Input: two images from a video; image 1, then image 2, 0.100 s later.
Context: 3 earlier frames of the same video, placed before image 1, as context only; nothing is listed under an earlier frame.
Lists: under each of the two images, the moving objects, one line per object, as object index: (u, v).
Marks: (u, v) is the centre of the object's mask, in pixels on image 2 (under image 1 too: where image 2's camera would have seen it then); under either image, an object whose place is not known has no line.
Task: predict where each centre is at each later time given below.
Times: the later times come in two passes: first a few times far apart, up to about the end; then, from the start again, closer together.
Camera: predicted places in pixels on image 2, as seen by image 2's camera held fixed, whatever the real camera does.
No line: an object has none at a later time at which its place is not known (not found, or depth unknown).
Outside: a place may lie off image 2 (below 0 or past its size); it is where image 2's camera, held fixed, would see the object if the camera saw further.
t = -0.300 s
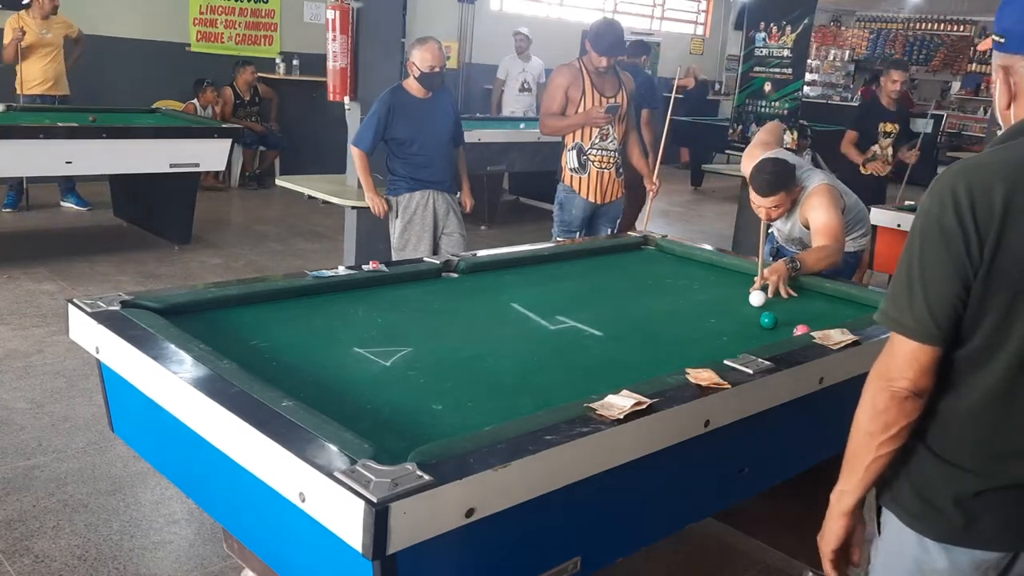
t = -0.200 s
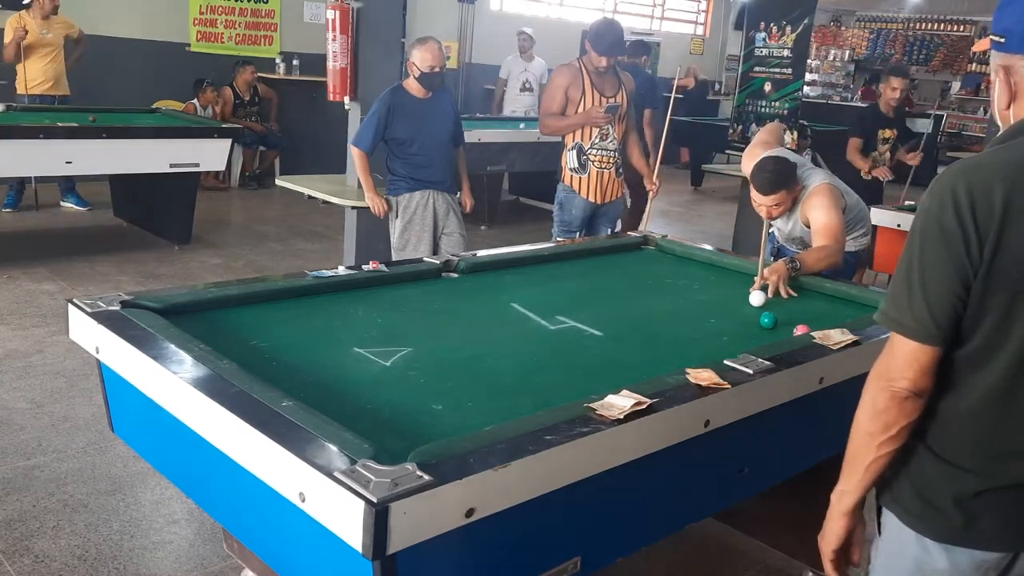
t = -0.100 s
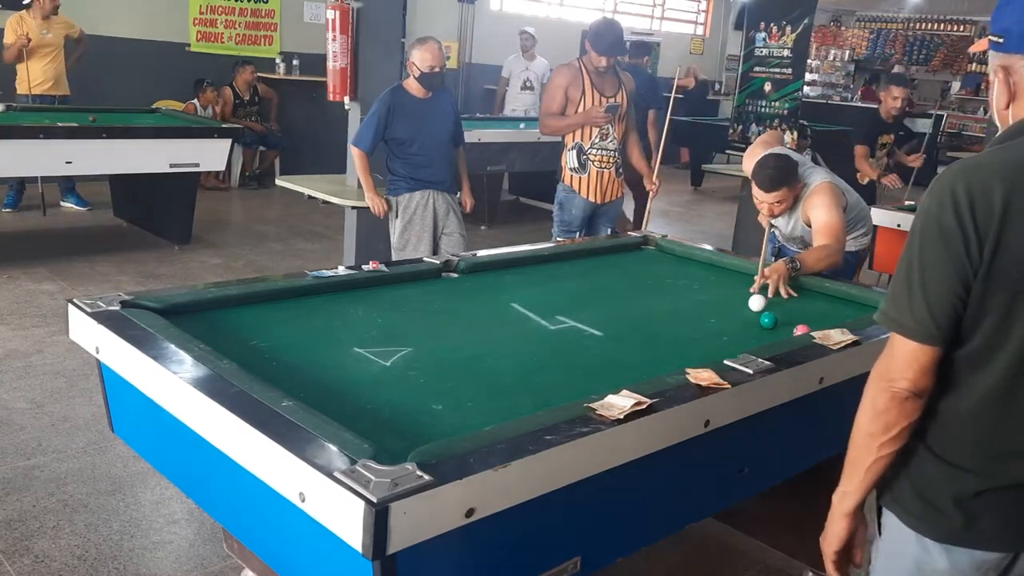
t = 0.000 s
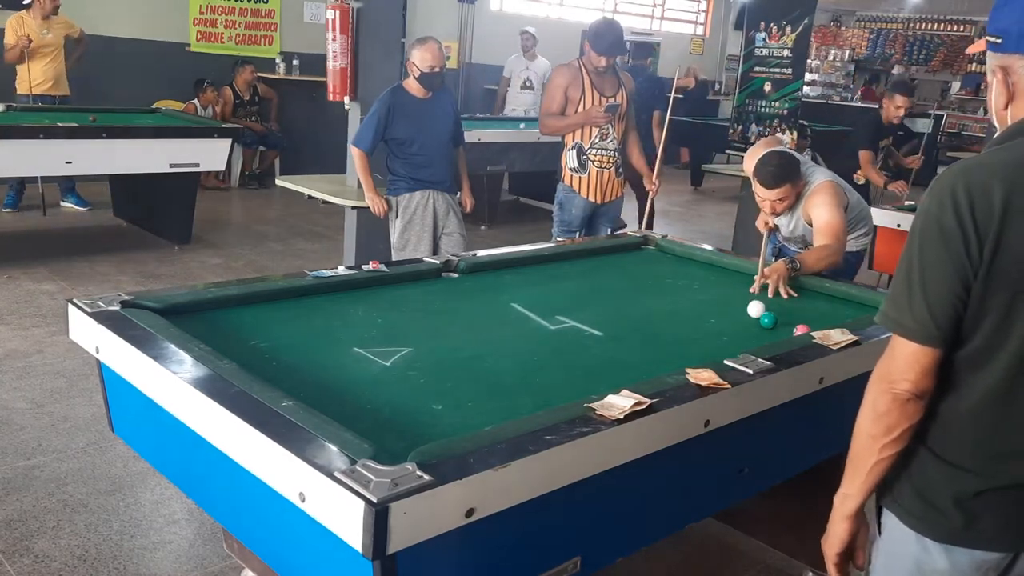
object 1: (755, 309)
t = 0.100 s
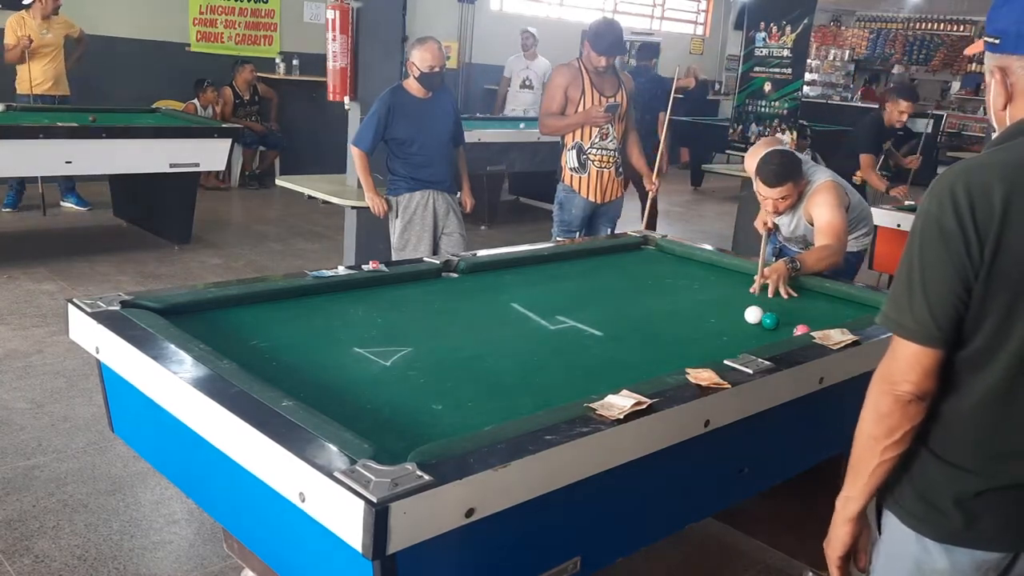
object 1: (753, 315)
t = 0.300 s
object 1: (735, 321)
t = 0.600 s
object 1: (707, 330)
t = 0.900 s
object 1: (678, 340)
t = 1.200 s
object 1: (649, 350)
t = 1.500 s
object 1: (617, 361)
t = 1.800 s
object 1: (585, 371)
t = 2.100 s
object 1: (548, 381)
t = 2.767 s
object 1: (487, 408)
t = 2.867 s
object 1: (468, 412)
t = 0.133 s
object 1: (750, 316)
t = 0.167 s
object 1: (747, 317)
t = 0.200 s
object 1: (744, 318)
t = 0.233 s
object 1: (741, 319)
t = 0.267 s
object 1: (738, 320)
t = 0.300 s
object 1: (735, 321)
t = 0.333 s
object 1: (732, 322)
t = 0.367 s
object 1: (729, 323)
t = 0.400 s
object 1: (726, 324)
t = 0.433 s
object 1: (723, 325)
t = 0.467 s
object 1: (720, 326)
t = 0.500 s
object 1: (717, 327)
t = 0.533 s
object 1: (713, 328)
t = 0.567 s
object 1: (711, 329)
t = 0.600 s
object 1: (707, 330)
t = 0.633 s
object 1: (704, 331)
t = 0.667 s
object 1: (701, 332)
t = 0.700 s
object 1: (698, 334)
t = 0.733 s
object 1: (694, 335)
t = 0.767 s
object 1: (691, 336)
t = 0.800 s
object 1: (688, 337)
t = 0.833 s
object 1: (685, 338)
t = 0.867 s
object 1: (682, 339)
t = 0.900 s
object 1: (678, 340)
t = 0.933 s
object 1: (675, 341)
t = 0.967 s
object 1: (672, 342)
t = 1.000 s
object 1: (669, 344)
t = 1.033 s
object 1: (665, 345)
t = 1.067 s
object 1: (662, 346)
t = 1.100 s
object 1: (659, 347)
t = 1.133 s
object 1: (655, 348)
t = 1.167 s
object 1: (652, 349)
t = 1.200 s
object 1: (649, 350)
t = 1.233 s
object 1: (645, 352)
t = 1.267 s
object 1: (642, 353)
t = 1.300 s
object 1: (638, 354)
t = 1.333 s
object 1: (635, 355)
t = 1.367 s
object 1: (631, 356)
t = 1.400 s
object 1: (628, 357)
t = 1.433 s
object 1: (624, 359)
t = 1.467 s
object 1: (621, 360)
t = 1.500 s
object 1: (617, 361)
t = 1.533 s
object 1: (614, 362)
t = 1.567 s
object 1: (610, 363)
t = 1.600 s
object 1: (607, 364)
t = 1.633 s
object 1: (603, 365)
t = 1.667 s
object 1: (599, 366)
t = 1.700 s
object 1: (596, 368)
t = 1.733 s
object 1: (592, 369)
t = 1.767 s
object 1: (589, 370)
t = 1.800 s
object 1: (585, 371)
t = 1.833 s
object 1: (581, 372)
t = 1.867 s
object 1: (578, 374)
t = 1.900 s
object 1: (574, 375)
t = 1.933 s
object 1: (570, 376)
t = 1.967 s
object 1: (567, 377)
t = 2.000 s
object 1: (563, 378)
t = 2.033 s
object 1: (559, 380)
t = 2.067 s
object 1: (555, 381)
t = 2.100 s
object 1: (548, 381)
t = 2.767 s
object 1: (487, 408)
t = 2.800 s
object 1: (479, 409)
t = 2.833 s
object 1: (472, 410)
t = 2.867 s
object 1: (468, 412)
